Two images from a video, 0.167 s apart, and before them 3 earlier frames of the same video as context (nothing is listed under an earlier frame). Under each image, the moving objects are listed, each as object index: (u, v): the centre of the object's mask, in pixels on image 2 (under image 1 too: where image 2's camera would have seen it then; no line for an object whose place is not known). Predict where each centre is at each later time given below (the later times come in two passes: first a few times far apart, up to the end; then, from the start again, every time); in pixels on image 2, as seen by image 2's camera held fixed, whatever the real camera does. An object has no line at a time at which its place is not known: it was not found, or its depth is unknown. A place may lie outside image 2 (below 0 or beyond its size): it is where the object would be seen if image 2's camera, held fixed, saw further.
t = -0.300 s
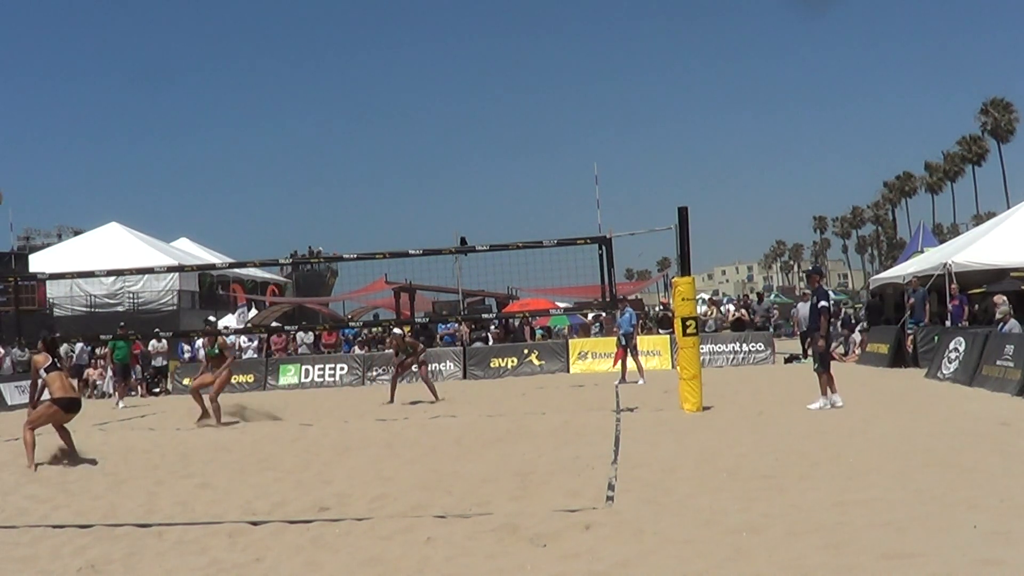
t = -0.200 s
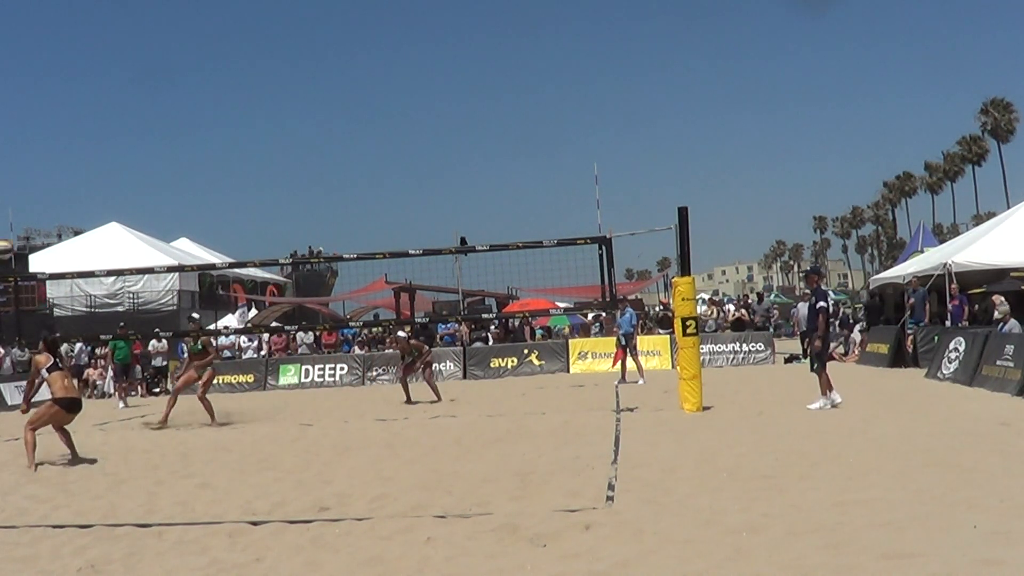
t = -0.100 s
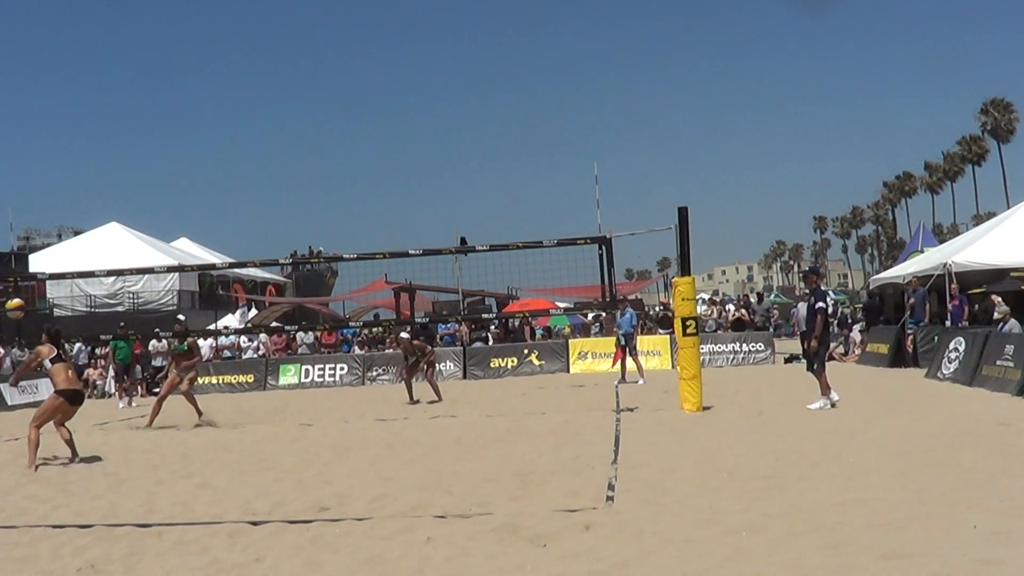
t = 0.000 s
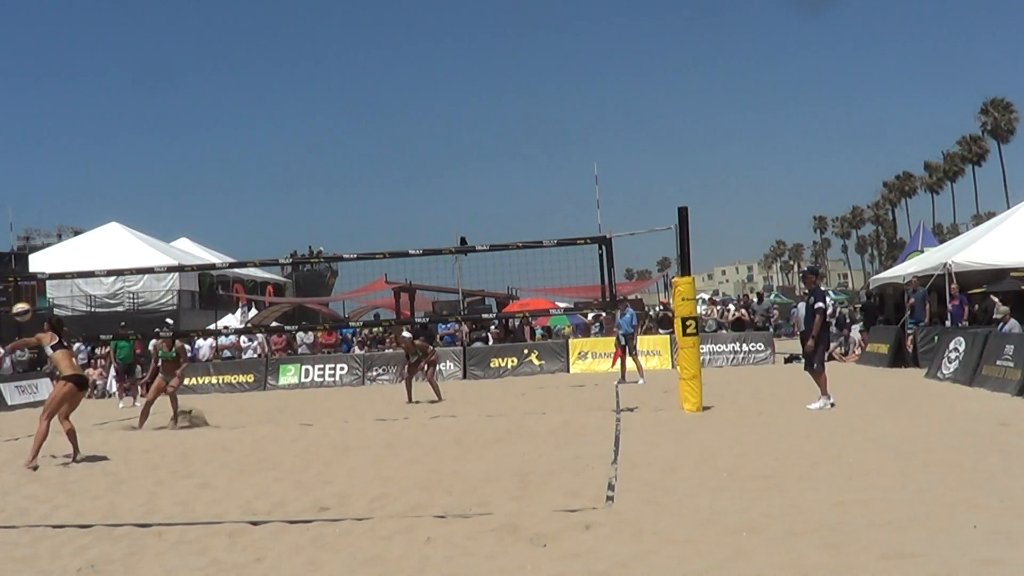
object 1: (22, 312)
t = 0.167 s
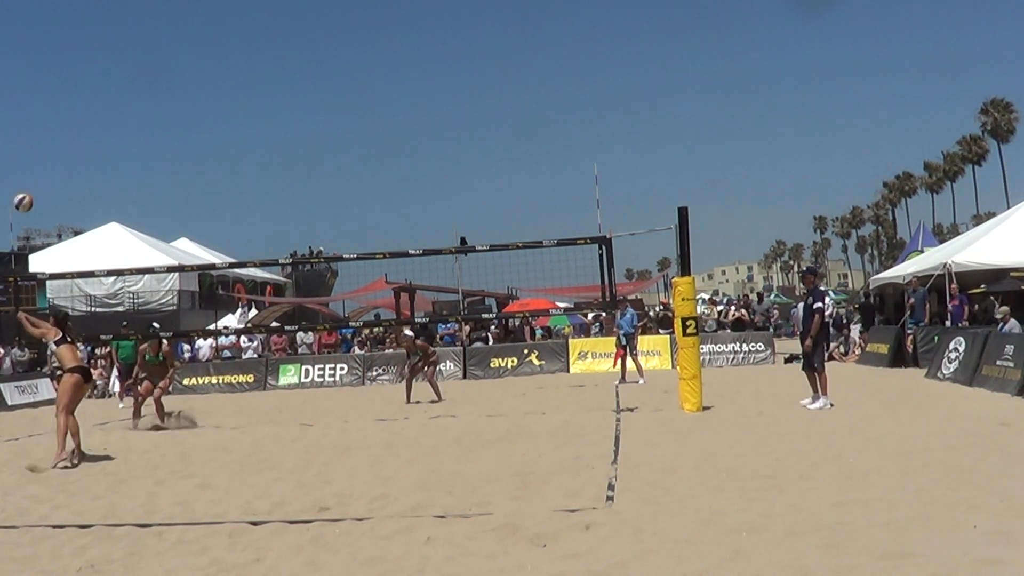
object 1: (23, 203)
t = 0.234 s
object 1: (24, 167)
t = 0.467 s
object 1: (27, 82)
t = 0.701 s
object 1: (33, 47)
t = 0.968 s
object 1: (40, 62)
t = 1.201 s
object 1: (46, 120)
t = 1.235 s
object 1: (47, 131)
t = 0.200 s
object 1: (24, 184)
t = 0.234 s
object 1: (24, 167)
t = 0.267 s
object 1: (24, 152)
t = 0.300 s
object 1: (24, 137)
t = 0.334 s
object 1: (25, 124)
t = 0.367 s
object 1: (26, 112)
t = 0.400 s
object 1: (26, 101)
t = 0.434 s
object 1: (27, 91)
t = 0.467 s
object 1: (27, 82)
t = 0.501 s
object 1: (28, 74)
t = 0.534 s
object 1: (29, 67)
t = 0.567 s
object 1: (29, 61)
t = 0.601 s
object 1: (30, 56)
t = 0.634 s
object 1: (31, 52)
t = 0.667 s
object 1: (32, 49)
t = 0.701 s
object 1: (33, 47)
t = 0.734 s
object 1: (34, 46)
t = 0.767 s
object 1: (35, 46)
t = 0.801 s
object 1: (36, 46)
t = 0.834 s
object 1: (36, 47)
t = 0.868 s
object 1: (37, 49)
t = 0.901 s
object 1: (38, 53)
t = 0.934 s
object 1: (39, 57)
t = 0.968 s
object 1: (40, 62)
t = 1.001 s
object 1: (41, 67)
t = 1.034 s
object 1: (42, 74)
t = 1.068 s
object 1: (43, 82)
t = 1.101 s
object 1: (43, 90)
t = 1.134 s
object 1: (44, 99)
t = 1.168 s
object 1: (45, 109)
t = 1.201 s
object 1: (46, 120)
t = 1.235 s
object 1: (47, 131)
